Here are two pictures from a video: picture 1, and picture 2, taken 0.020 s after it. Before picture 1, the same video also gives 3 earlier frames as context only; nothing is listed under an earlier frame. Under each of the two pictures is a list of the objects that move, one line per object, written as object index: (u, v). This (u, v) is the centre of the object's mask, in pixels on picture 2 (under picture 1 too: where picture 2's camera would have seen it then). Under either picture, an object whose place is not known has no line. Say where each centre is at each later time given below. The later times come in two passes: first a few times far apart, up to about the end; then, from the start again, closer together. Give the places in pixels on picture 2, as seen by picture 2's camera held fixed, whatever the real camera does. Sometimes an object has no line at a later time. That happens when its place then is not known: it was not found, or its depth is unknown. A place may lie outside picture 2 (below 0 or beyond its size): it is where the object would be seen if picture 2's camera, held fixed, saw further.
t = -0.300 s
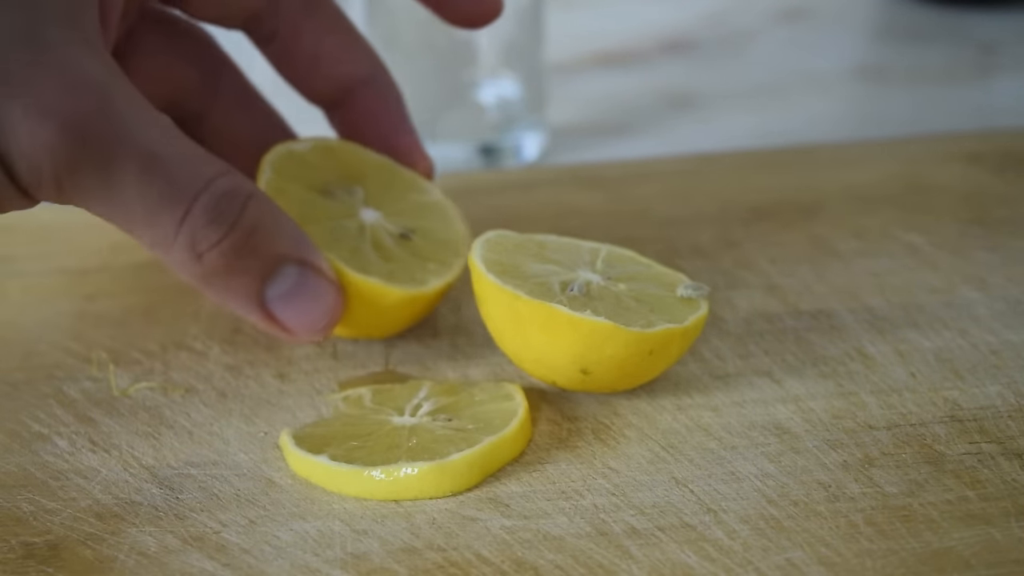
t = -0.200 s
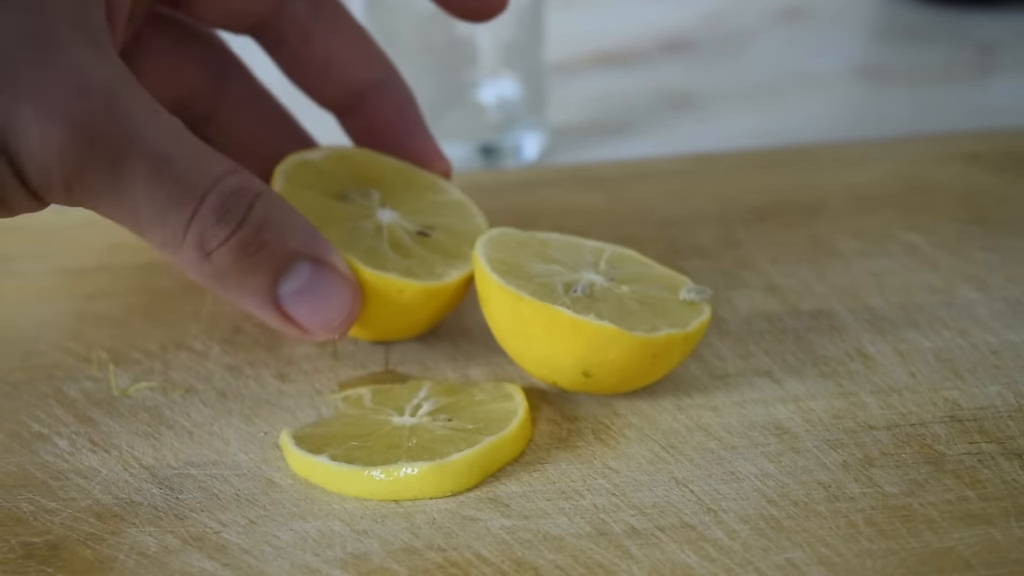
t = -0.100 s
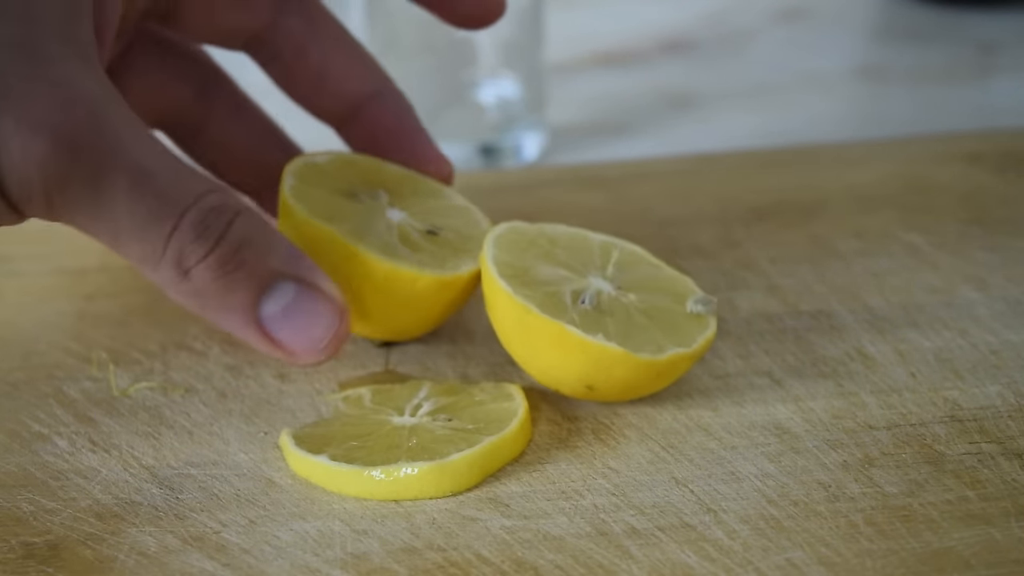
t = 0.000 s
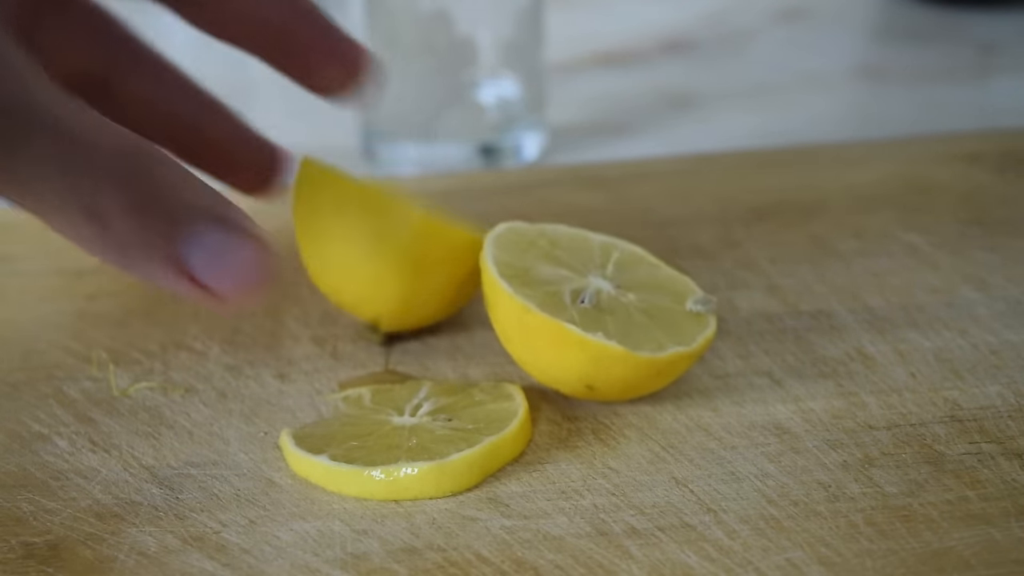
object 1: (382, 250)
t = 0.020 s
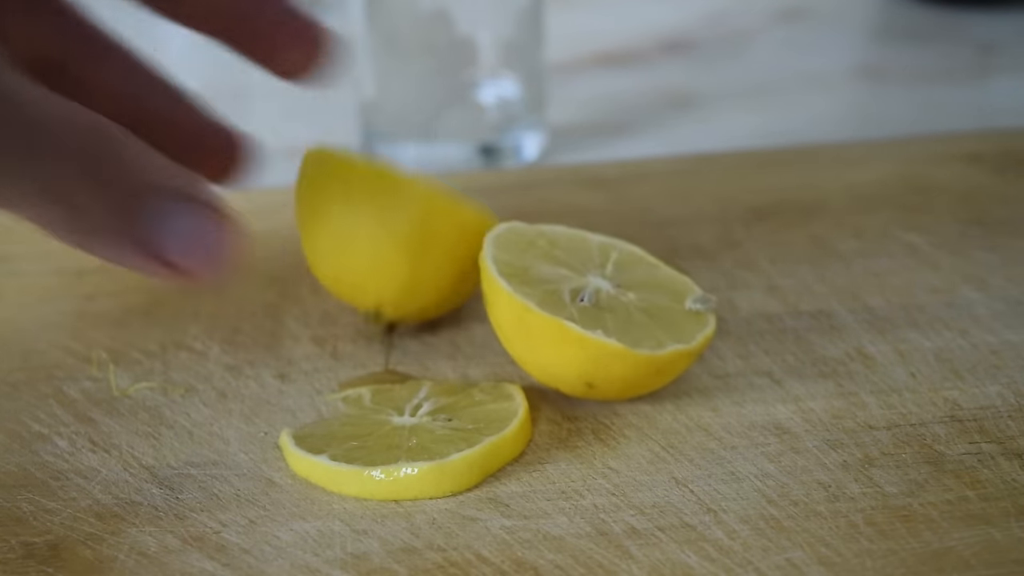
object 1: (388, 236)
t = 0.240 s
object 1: (318, 265)
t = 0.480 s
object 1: (284, 273)
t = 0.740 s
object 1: (358, 256)
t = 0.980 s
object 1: (314, 268)
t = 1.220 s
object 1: (304, 272)
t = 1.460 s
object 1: (306, 271)
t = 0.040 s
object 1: (391, 225)
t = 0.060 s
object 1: (392, 217)
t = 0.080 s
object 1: (391, 213)
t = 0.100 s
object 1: (389, 211)
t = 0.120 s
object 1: (382, 212)
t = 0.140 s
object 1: (375, 215)
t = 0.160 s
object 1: (365, 221)
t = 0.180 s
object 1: (354, 229)
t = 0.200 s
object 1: (342, 242)
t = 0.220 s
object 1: (329, 252)
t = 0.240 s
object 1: (318, 265)
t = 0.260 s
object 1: (308, 264)
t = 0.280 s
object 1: (298, 268)
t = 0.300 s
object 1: (289, 270)
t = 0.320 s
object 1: (282, 274)
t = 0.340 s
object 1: (276, 277)
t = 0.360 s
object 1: (271, 279)
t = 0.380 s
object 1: (269, 281)
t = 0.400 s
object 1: (269, 281)
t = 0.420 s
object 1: (270, 280)
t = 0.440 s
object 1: (273, 279)
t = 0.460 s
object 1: (278, 276)
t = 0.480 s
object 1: (284, 273)
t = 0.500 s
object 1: (292, 270)
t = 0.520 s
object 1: (301, 267)
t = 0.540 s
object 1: (310, 265)
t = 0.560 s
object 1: (319, 263)
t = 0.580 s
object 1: (328, 266)
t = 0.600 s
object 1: (337, 259)
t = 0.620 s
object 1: (347, 251)
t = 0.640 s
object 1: (356, 245)
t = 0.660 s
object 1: (362, 243)
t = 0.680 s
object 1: (365, 243)
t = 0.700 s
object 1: (365, 246)
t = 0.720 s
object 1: (363, 252)
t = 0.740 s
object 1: (358, 256)
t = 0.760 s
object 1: (354, 256)
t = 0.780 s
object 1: (347, 255)
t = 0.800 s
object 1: (339, 255)
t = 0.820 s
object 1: (332, 257)
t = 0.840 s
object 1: (327, 260)
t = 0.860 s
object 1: (325, 263)
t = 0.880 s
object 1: (324, 267)
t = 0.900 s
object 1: (322, 267)
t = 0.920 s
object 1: (323, 267)
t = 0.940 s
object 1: (322, 266)
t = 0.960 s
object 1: (318, 268)
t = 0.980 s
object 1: (314, 268)
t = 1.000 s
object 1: (312, 268)
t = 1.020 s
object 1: (310, 269)
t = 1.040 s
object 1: (309, 270)
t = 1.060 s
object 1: (306, 271)
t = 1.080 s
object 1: (304, 272)
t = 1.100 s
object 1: (304, 272)
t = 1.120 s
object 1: (304, 272)
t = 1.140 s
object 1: (303, 272)
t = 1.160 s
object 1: (303, 272)
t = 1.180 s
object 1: (303, 272)
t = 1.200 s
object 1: (304, 272)
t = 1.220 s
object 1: (304, 272)
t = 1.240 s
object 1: (305, 271)
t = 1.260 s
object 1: (307, 271)
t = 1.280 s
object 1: (308, 270)
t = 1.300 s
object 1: (309, 270)
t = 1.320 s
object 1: (310, 269)
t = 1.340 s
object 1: (310, 269)
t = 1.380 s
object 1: (309, 270)
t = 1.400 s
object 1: (309, 270)
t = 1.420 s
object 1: (308, 270)
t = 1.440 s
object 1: (307, 271)
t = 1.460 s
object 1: (306, 271)
